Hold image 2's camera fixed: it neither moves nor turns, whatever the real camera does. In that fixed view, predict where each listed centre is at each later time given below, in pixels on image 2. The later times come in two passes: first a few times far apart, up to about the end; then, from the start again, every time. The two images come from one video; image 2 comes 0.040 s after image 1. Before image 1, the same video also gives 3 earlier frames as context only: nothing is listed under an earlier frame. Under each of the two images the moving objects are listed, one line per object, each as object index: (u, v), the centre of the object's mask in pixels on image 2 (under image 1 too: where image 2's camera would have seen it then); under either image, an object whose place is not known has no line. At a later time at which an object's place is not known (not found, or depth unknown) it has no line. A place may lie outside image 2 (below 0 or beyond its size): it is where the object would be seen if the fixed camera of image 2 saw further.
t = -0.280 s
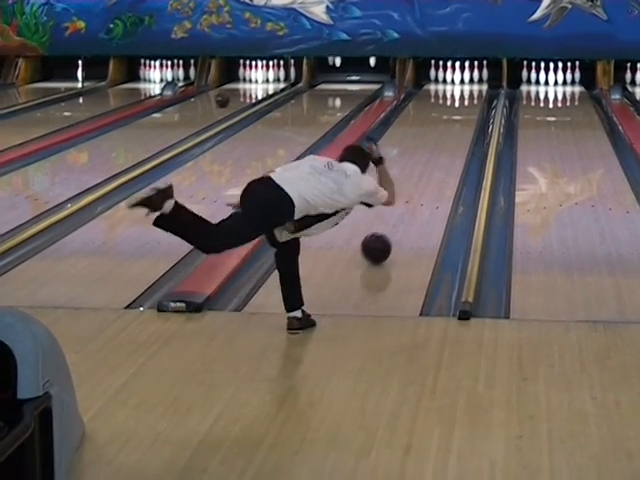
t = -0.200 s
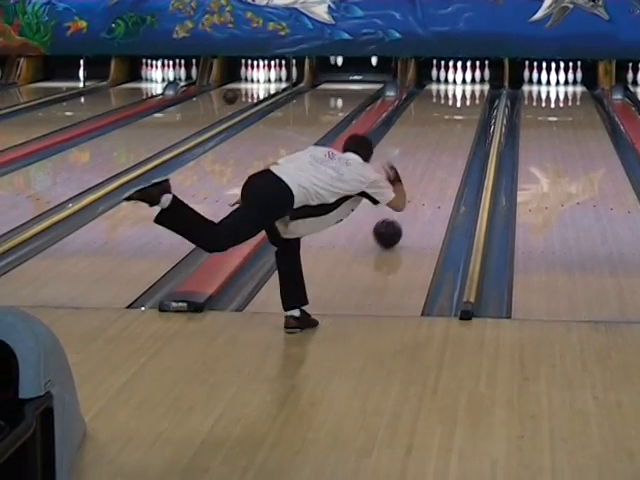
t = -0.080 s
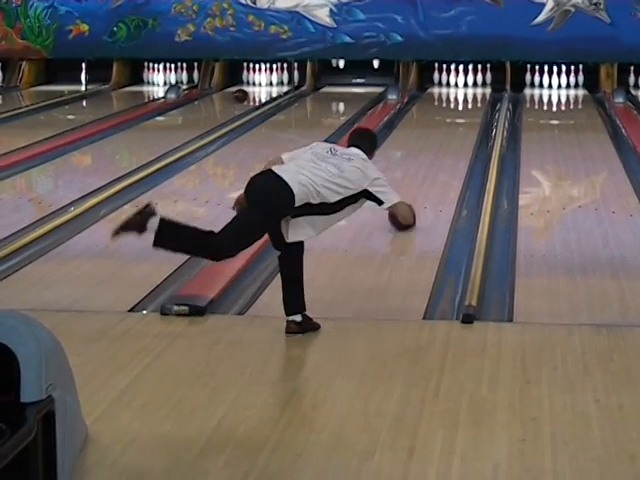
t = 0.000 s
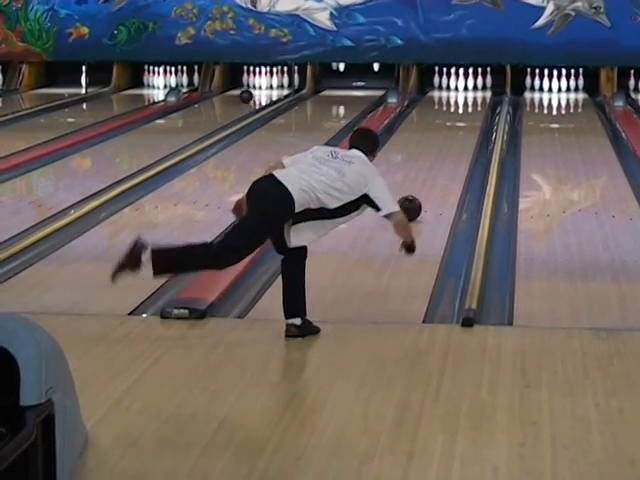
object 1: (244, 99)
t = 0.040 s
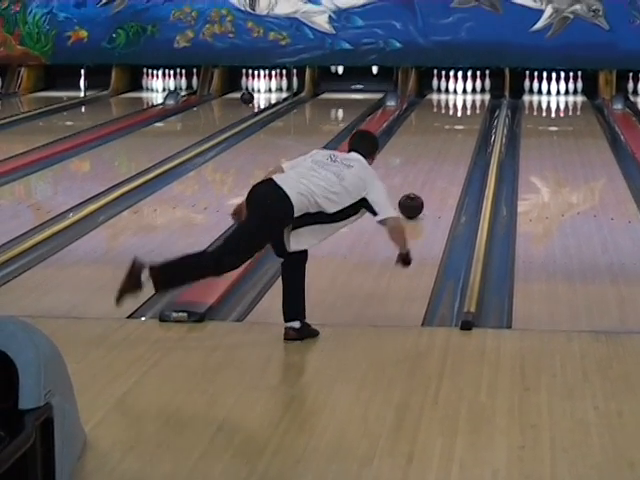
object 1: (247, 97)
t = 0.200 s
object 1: (255, 93)
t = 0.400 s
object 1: (263, 88)
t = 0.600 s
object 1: (266, 85)
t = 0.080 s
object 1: (249, 96)
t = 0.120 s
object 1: (251, 95)
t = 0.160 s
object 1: (253, 94)
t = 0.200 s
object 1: (255, 93)
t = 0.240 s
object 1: (256, 92)
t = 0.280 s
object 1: (258, 91)
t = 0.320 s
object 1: (260, 90)
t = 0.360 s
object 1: (262, 89)
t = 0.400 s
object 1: (263, 88)
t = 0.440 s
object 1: (264, 87)
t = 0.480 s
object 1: (267, 86)
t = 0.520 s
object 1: (268, 86)
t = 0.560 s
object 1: (267, 86)
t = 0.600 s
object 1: (266, 85)
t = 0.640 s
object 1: (267, 85)
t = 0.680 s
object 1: (267, 85)
